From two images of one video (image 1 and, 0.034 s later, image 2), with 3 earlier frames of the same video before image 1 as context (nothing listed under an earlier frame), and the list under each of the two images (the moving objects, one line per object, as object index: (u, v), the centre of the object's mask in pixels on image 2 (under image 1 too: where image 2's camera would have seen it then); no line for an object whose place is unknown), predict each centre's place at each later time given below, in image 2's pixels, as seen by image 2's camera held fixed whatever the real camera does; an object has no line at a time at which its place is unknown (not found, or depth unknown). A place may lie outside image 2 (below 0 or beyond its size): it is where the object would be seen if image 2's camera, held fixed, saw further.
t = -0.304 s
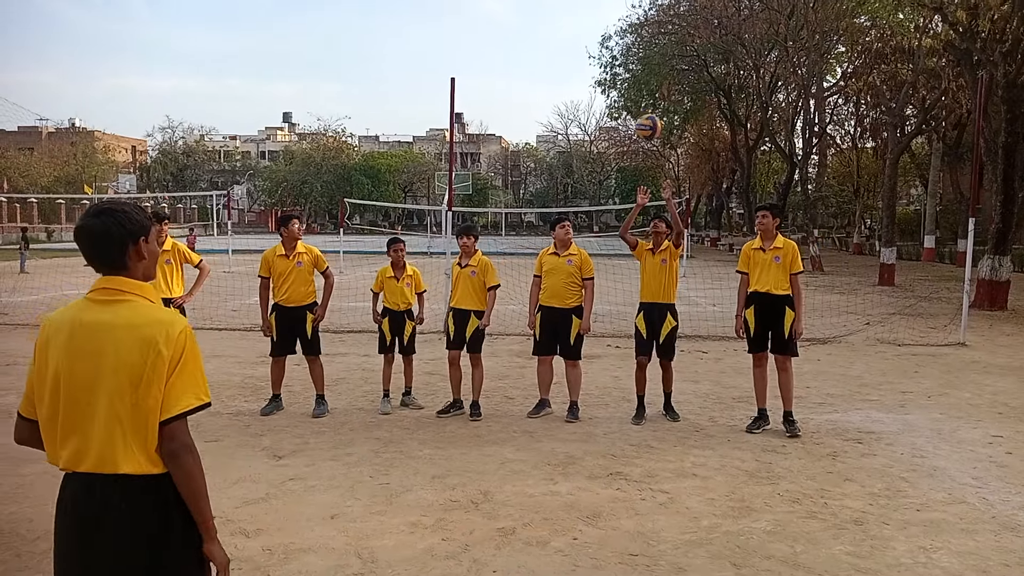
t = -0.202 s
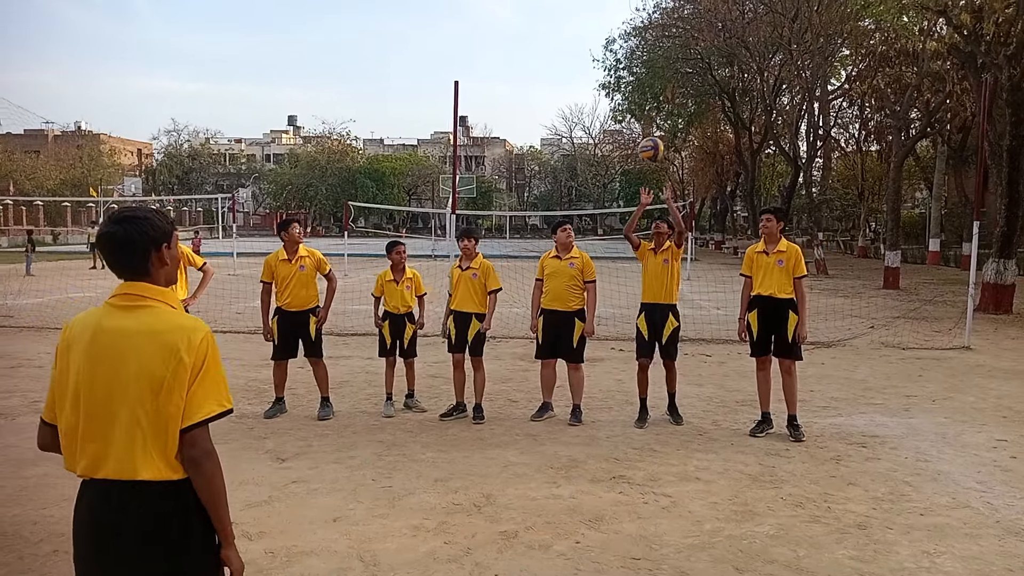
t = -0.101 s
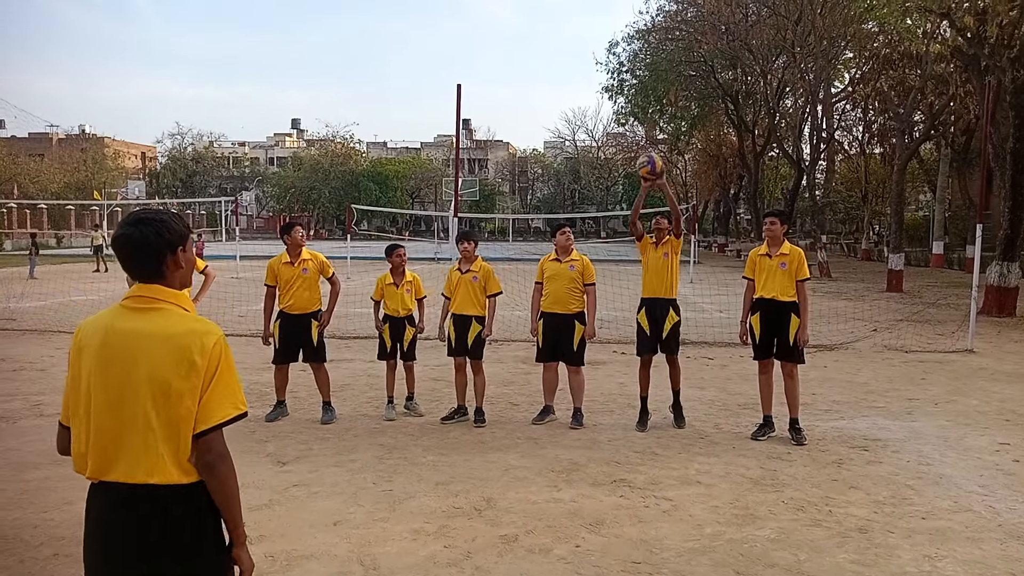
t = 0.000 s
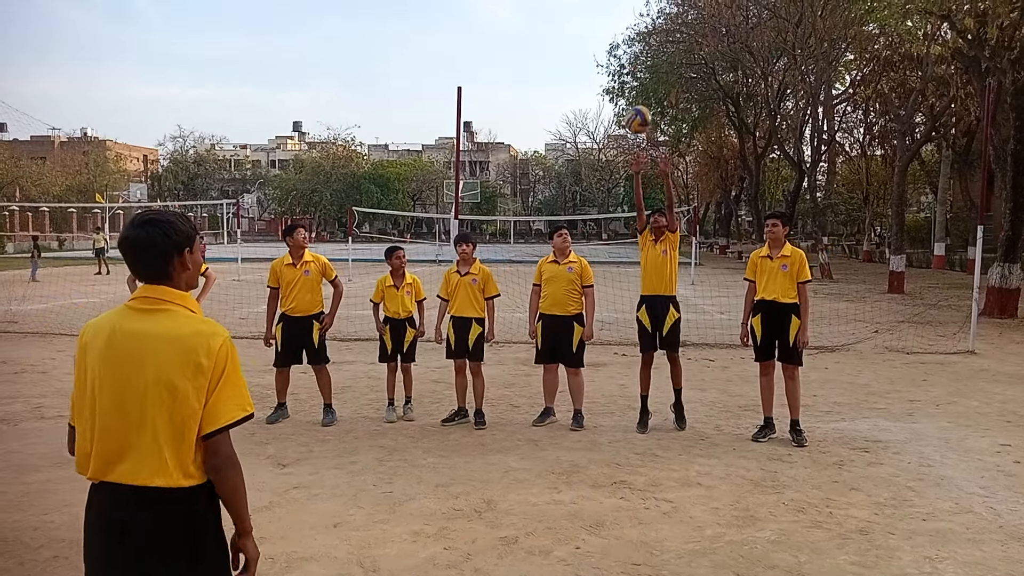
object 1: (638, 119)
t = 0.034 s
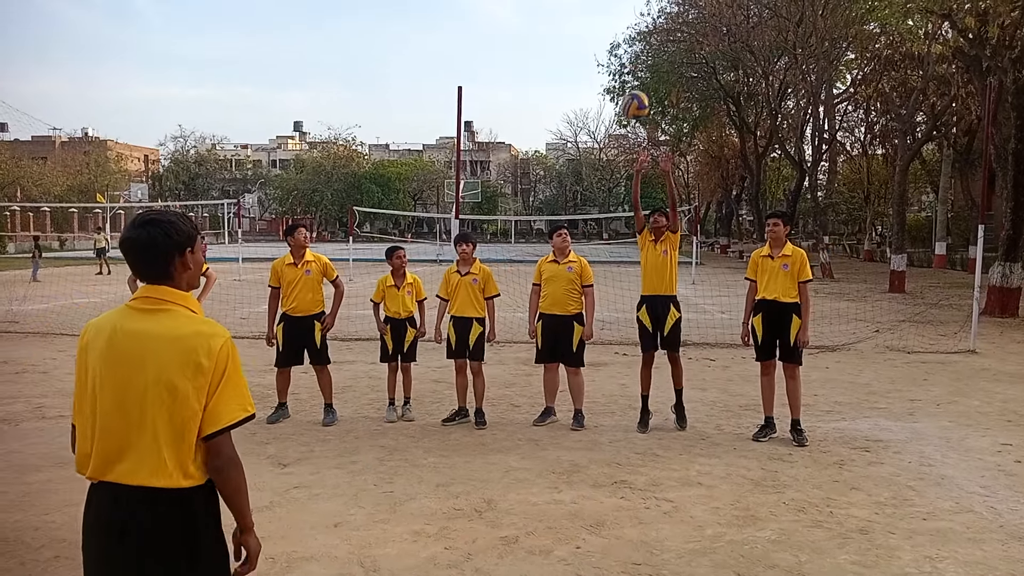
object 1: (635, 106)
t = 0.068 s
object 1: (631, 92)
